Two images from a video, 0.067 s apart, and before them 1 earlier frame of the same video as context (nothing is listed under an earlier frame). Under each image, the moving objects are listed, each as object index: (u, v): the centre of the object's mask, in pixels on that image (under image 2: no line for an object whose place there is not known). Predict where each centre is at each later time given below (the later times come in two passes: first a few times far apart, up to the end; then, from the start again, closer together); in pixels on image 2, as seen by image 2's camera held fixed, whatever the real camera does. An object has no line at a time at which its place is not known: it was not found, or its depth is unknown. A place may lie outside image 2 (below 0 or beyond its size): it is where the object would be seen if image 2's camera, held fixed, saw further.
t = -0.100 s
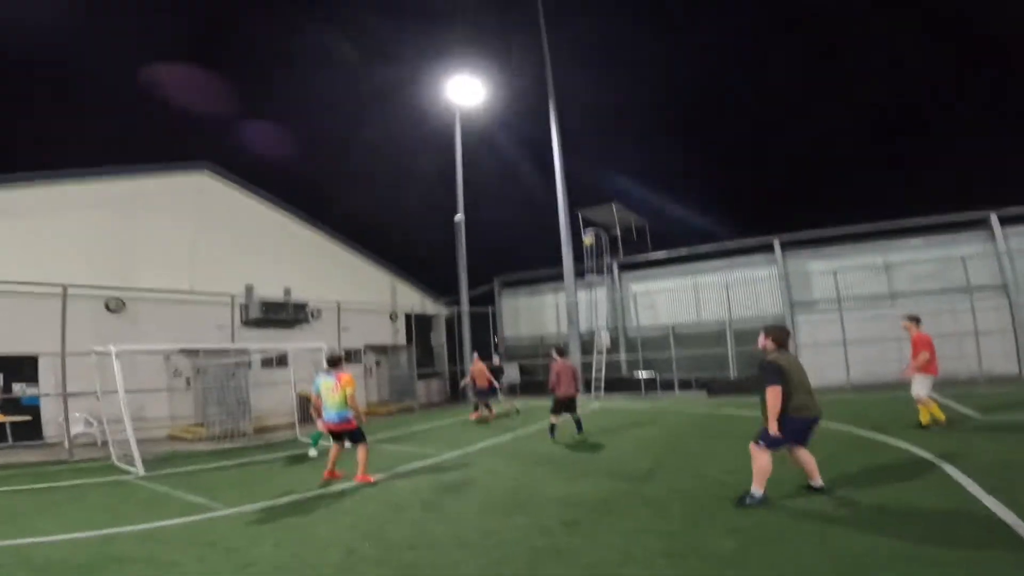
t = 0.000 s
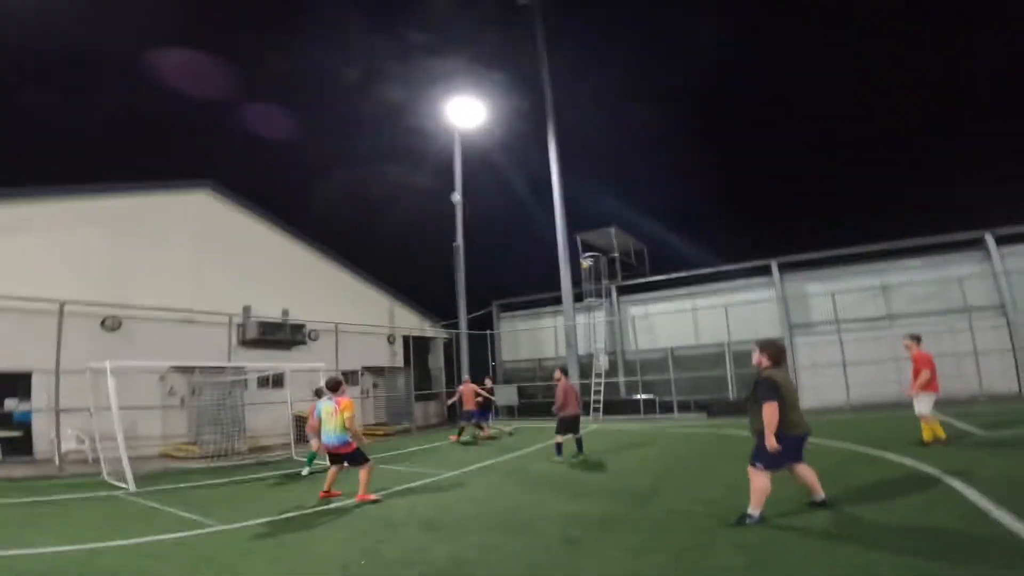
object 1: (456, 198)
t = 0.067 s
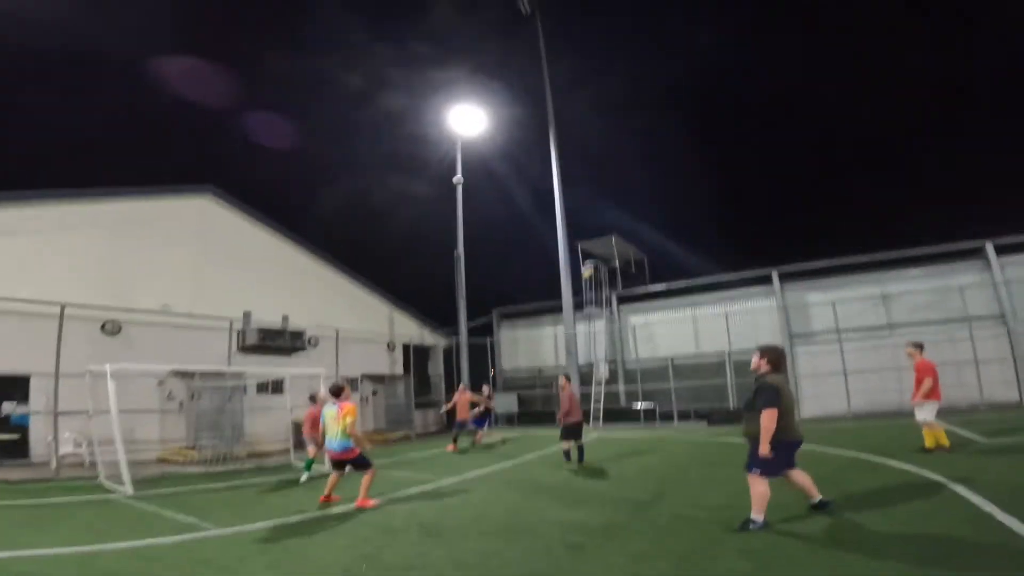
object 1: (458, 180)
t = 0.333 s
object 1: (468, 82)
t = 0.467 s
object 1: (477, 39)
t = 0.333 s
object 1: (468, 82)
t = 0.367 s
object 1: (470, 71)
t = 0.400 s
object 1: (472, 61)
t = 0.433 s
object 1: (474, 50)
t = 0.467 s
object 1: (477, 39)
